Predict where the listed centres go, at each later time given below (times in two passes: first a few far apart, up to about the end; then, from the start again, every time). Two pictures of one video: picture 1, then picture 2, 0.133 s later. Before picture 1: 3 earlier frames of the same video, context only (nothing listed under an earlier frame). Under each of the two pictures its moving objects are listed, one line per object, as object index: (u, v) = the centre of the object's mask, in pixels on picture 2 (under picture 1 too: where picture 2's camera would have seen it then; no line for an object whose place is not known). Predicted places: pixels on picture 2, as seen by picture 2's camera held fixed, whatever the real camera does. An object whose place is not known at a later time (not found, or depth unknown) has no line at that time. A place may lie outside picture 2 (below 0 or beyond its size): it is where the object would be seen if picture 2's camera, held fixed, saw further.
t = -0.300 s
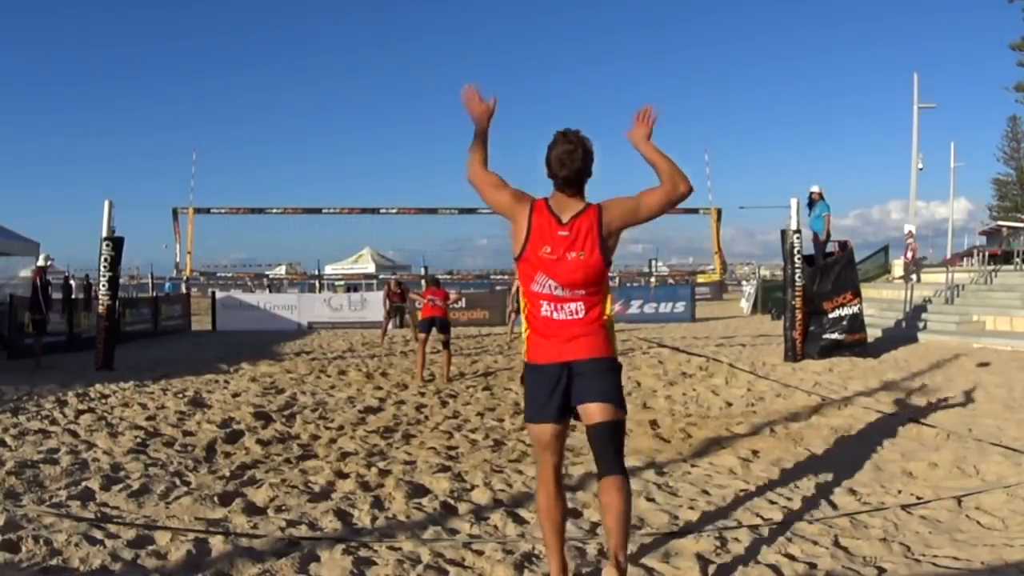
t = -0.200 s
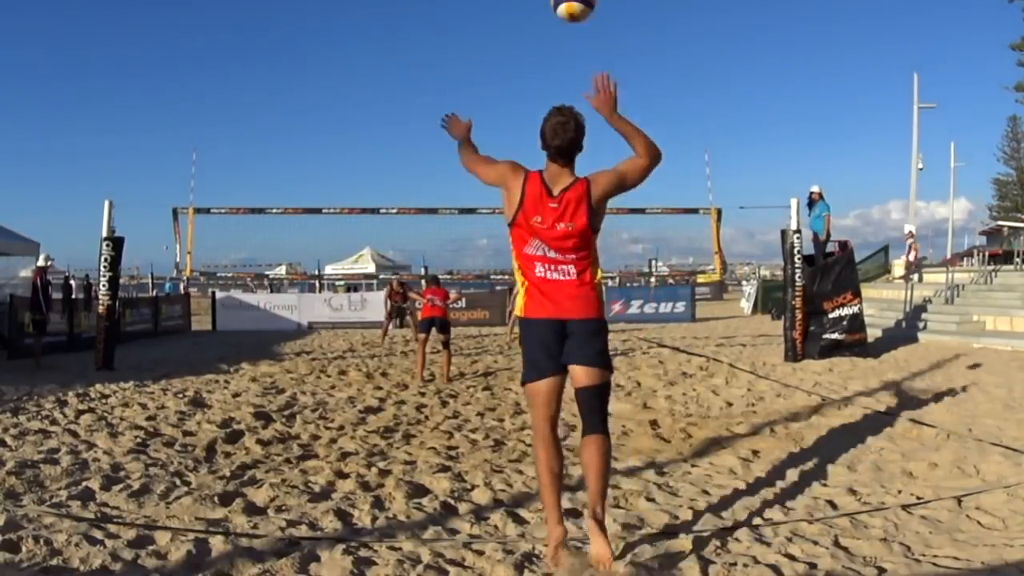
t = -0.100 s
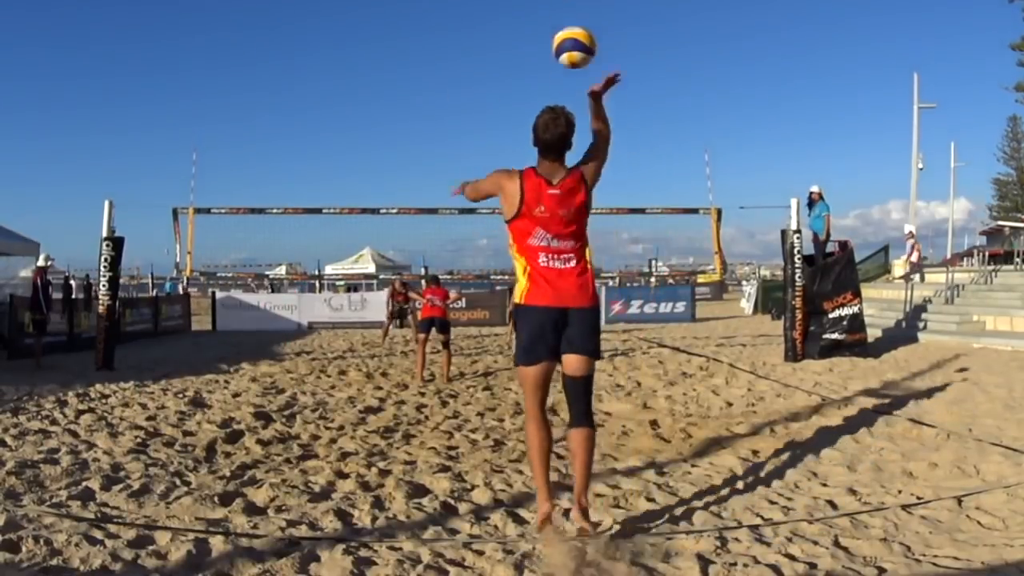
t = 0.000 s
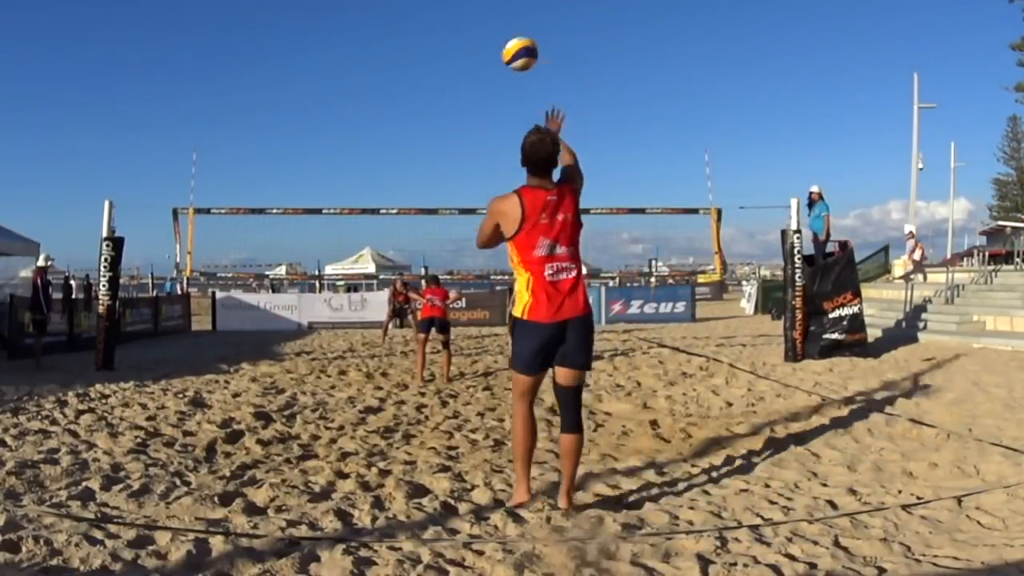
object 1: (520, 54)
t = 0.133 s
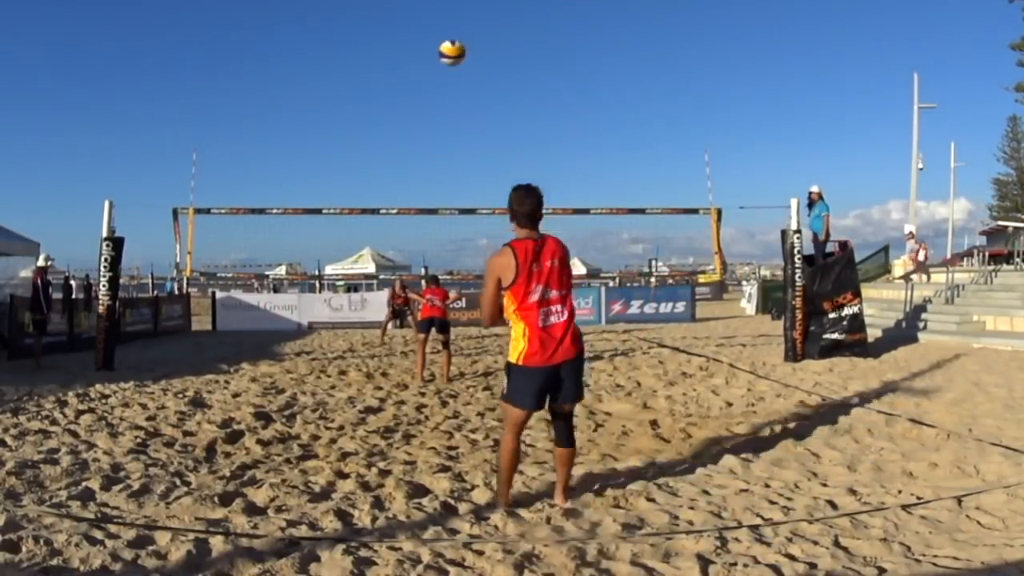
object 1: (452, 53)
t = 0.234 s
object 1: (419, 63)
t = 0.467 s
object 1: (372, 109)
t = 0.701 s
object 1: (345, 168)
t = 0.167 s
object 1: (440, 56)
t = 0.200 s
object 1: (429, 59)
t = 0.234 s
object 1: (419, 63)
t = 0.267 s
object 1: (411, 68)
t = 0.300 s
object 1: (402, 75)
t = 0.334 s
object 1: (395, 81)
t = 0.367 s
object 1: (388, 87)
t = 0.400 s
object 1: (382, 94)
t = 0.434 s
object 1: (377, 101)
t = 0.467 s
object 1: (372, 109)
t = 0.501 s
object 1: (367, 117)
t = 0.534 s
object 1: (362, 125)
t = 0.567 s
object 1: (358, 133)
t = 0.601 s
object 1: (355, 142)
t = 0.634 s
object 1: (351, 151)
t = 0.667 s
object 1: (347, 160)
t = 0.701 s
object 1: (345, 168)
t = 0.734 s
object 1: (342, 177)
